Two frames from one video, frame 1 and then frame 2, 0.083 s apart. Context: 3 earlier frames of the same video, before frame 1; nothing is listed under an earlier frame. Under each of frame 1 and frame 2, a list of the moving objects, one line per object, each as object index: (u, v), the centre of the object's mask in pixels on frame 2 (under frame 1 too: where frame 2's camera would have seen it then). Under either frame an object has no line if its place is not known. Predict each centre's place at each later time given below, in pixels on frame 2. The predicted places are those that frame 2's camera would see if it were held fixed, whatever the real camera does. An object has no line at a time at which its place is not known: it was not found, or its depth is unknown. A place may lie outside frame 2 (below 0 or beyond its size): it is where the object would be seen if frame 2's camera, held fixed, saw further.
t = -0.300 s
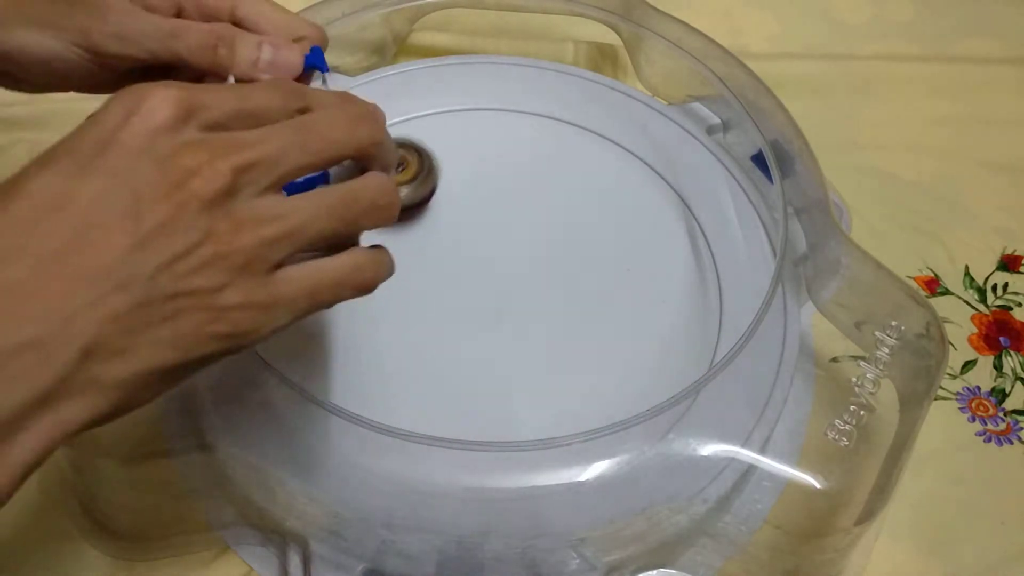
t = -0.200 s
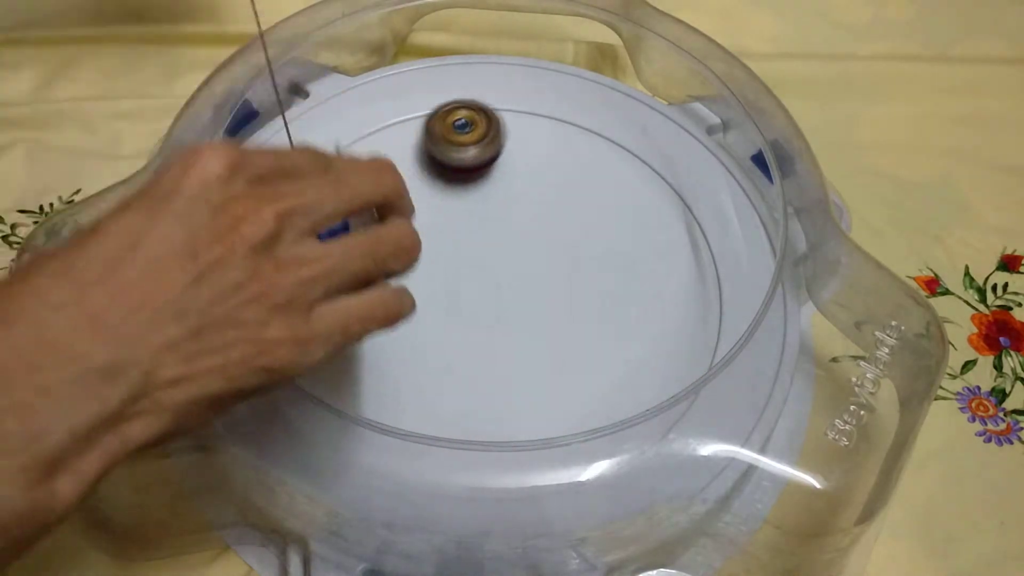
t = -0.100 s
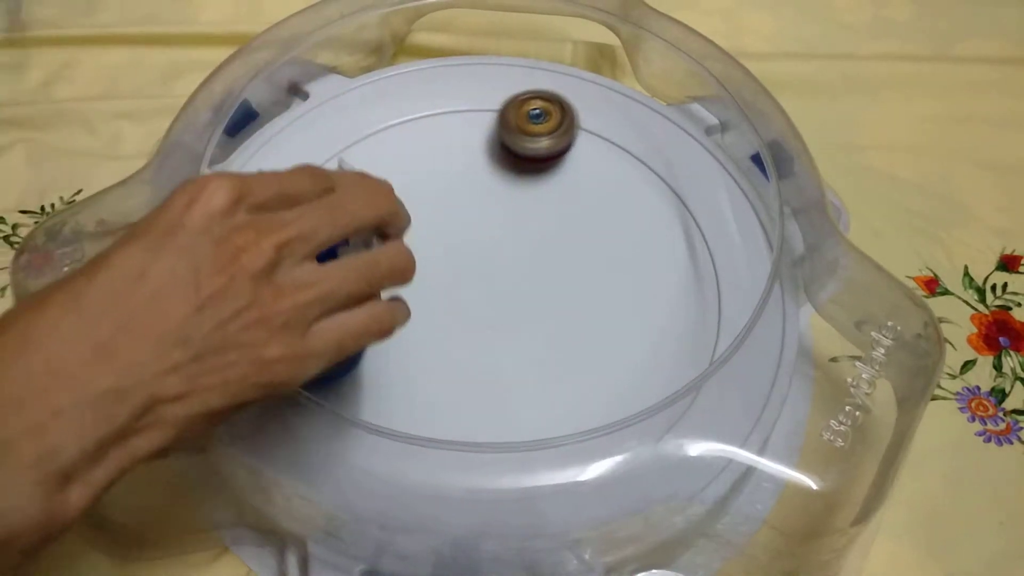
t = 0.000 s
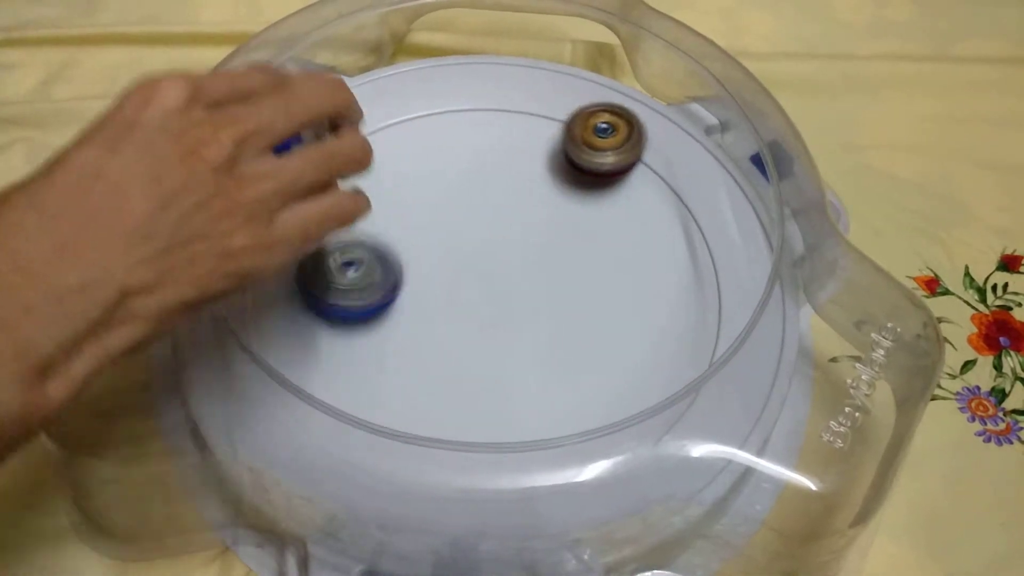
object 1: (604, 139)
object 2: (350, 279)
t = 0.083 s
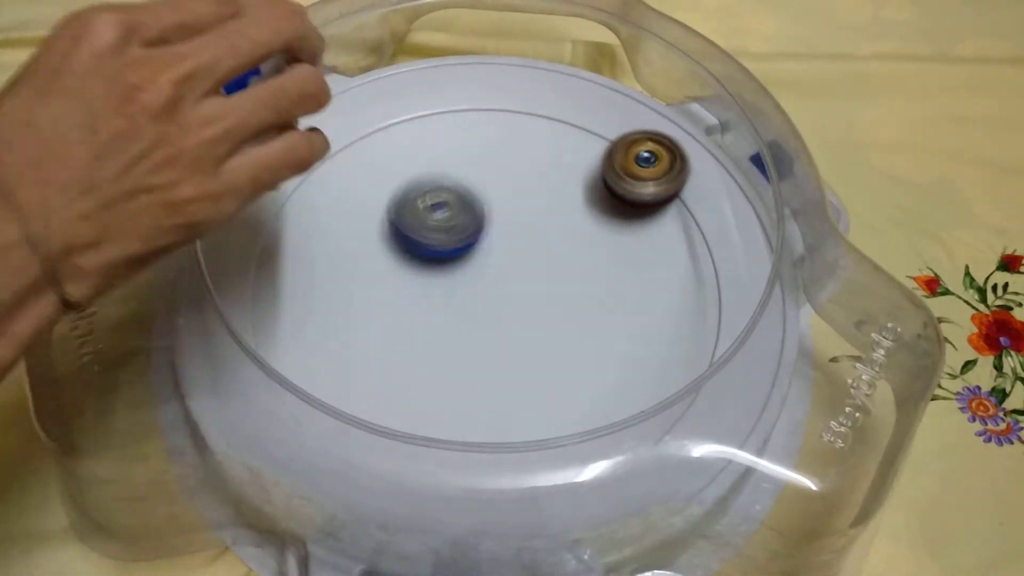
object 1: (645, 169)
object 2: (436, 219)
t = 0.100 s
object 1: (651, 176)
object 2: (459, 210)
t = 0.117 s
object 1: (657, 184)
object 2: (481, 203)
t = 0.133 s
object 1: (662, 192)
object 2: (505, 196)
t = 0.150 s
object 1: (667, 200)
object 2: (530, 194)
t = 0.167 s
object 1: (670, 210)
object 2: (554, 190)
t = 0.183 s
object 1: (674, 218)
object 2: (580, 189)
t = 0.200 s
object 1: (690, 231)
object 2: (593, 186)
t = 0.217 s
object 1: (707, 245)
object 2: (604, 183)
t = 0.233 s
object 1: (719, 258)
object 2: (615, 185)
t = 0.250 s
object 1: (727, 272)
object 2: (626, 184)
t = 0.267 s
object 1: (731, 284)
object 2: (637, 188)
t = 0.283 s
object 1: (747, 302)
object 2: (647, 194)
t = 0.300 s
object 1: (753, 319)
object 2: (657, 198)
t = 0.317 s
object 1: (758, 334)
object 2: (666, 208)
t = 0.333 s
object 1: (761, 349)
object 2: (674, 217)
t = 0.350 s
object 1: (761, 363)
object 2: (684, 227)
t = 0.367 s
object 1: (764, 381)
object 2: (693, 239)
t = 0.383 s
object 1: (757, 394)
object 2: (701, 252)
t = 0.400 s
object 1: (754, 403)
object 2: (711, 268)
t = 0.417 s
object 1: (747, 411)
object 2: (714, 286)
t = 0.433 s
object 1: (738, 416)
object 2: (711, 307)
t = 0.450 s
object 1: (724, 434)
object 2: (703, 329)
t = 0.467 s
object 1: (713, 443)
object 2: (695, 348)
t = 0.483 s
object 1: (707, 492)
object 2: (679, 353)
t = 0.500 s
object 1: (700, 499)
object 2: (663, 358)
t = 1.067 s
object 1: (511, 284)
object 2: (613, 92)
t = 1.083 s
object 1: (510, 277)
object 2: (629, 110)
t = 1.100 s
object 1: (507, 272)
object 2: (641, 129)
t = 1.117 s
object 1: (504, 266)
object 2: (650, 148)
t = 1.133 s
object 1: (503, 259)
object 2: (661, 171)
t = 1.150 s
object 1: (501, 252)
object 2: (668, 193)
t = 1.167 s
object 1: (499, 247)
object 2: (673, 218)
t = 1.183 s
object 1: (498, 240)
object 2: (673, 245)
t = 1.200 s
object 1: (496, 235)
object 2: (668, 275)
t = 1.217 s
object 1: (495, 228)
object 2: (663, 302)
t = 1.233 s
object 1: (494, 222)
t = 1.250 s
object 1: (494, 216)
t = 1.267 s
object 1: (493, 211)
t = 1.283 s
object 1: (492, 206)
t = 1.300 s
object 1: (491, 200)
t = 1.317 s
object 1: (491, 195)
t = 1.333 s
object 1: (491, 191)
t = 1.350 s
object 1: (491, 186)
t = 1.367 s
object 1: (491, 183)
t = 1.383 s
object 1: (491, 178)
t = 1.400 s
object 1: (490, 176)
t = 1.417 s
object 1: (491, 172)
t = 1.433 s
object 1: (491, 170)
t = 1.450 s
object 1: (491, 167)
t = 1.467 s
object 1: (491, 165)
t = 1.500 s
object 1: (491, 162)
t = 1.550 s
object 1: (490, 158)
